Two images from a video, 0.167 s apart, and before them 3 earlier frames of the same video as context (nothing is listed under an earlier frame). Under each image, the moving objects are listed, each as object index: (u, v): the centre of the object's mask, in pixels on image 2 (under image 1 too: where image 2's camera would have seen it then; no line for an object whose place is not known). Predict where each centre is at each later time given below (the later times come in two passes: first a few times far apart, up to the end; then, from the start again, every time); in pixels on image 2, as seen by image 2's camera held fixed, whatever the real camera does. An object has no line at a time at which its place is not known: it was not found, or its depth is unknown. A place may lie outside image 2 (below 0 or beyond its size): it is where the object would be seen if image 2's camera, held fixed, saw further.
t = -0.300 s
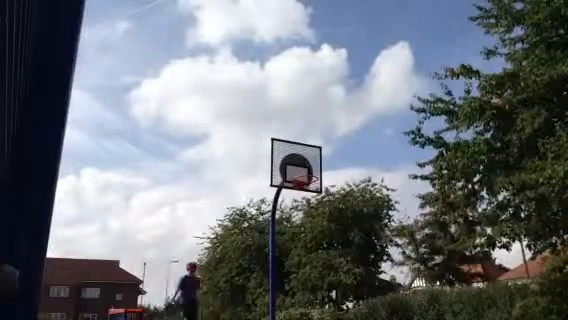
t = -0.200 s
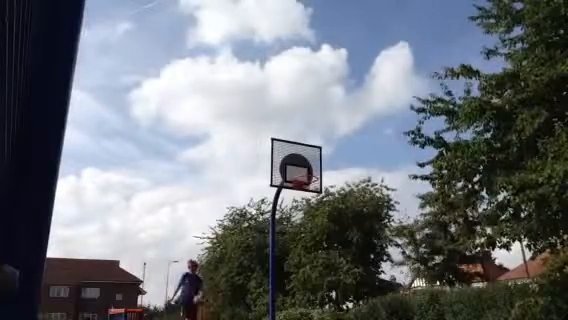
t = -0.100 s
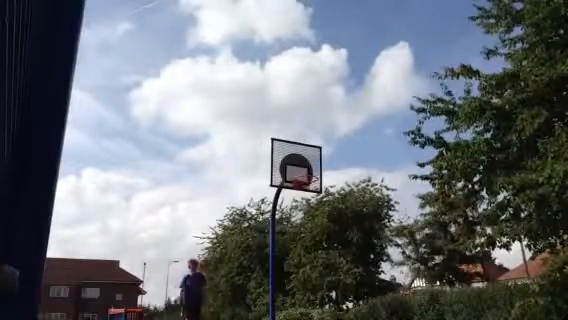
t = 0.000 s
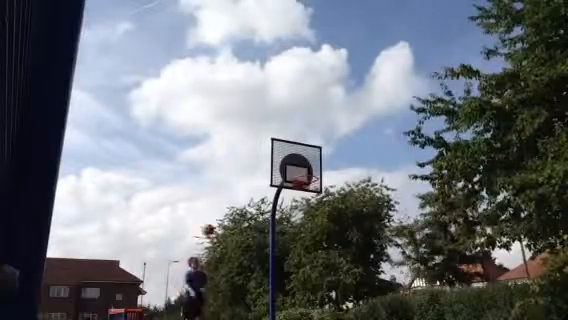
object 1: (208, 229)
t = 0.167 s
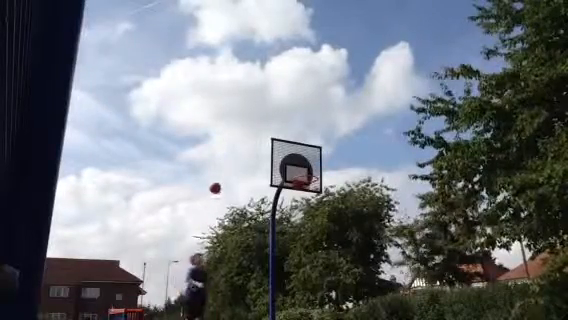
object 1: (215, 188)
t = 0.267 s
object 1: (218, 169)
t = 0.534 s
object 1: (228, 143)
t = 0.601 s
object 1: (230, 142)
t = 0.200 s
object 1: (216, 181)
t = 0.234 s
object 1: (217, 175)
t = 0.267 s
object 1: (218, 169)
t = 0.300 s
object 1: (220, 164)
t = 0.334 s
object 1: (221, 159)
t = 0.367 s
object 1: (222, 155)
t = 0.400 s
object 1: (223, 151)
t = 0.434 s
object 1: (224, 149)
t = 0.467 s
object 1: (225, 146)
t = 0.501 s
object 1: (227, 144)
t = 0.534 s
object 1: (228, 143)
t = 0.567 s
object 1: (229, 142)
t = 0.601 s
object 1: (230, 142)
